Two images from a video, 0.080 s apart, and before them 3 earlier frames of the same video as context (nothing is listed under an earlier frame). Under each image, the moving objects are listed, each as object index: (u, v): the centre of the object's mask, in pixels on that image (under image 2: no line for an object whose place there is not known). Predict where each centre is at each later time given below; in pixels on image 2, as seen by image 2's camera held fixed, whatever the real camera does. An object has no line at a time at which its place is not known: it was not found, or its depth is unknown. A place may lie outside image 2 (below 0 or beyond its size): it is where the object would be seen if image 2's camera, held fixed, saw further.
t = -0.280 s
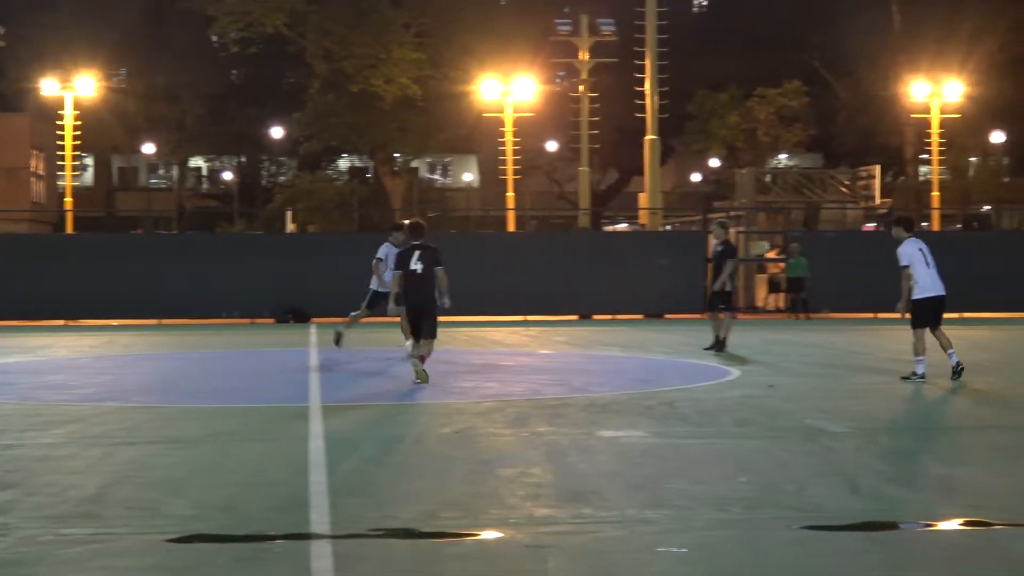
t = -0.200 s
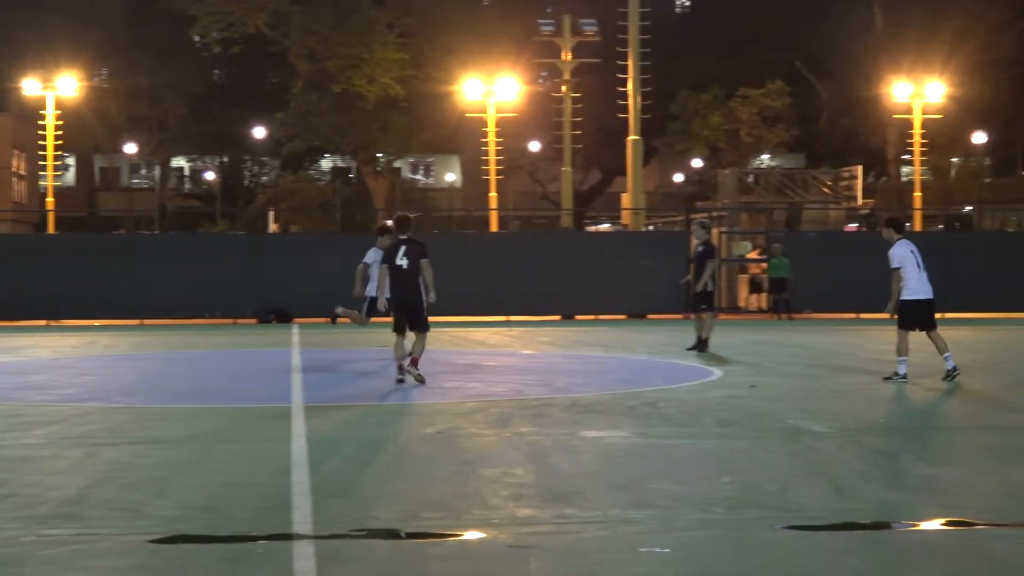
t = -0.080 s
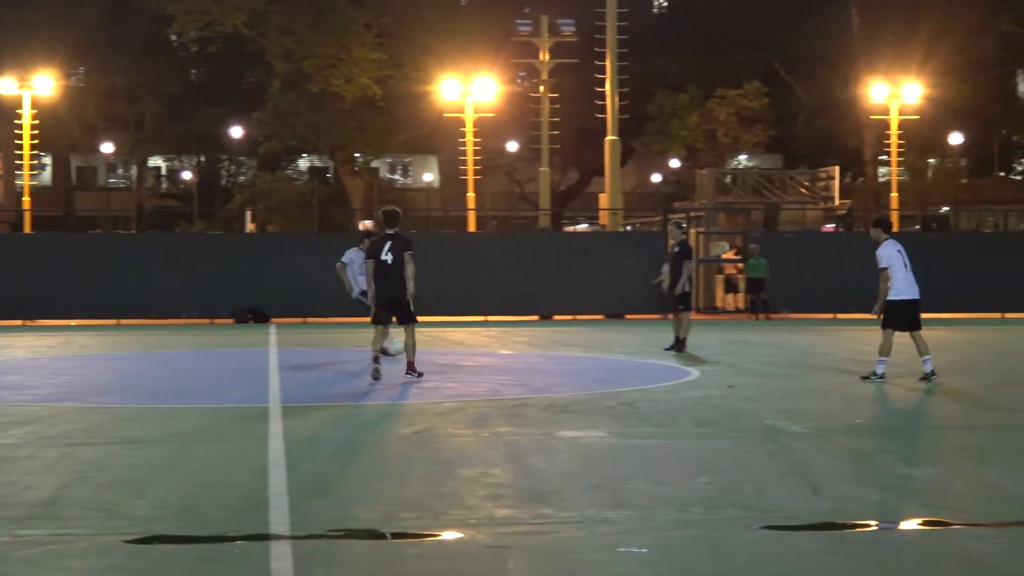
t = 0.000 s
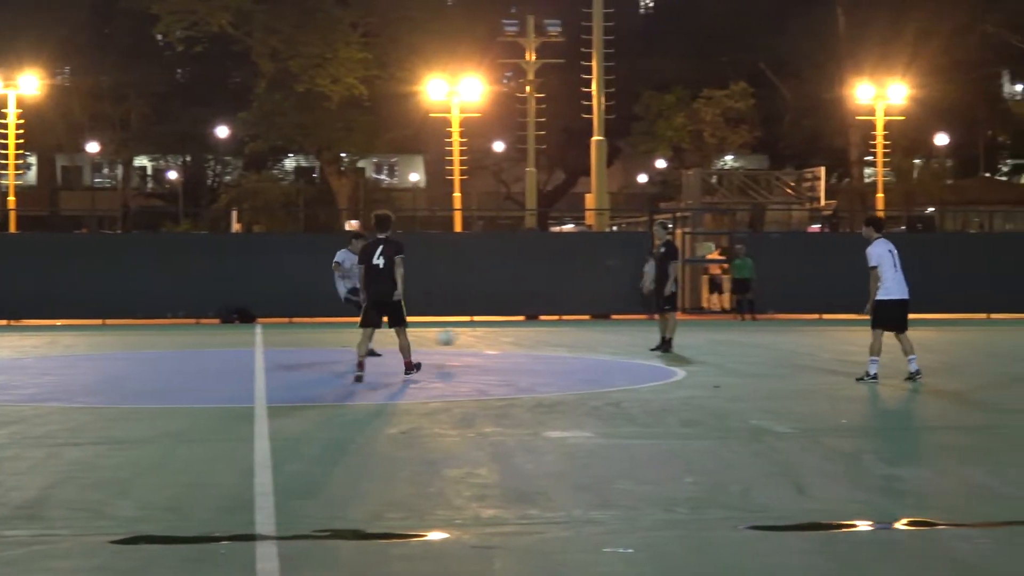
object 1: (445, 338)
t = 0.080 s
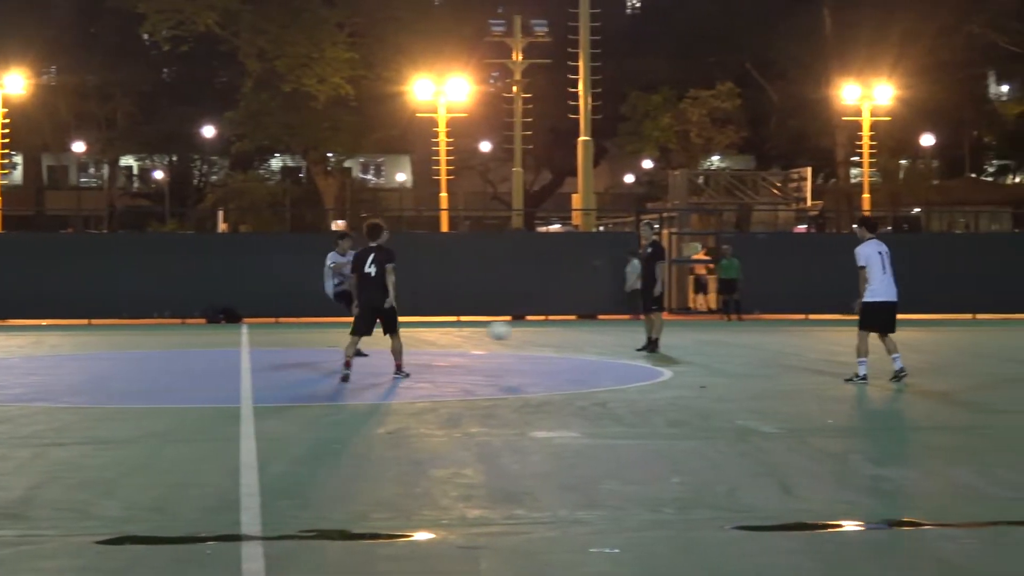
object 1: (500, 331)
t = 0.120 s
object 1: (531, 330)
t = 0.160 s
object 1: (563, 330)
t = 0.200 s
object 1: (598, 333)
